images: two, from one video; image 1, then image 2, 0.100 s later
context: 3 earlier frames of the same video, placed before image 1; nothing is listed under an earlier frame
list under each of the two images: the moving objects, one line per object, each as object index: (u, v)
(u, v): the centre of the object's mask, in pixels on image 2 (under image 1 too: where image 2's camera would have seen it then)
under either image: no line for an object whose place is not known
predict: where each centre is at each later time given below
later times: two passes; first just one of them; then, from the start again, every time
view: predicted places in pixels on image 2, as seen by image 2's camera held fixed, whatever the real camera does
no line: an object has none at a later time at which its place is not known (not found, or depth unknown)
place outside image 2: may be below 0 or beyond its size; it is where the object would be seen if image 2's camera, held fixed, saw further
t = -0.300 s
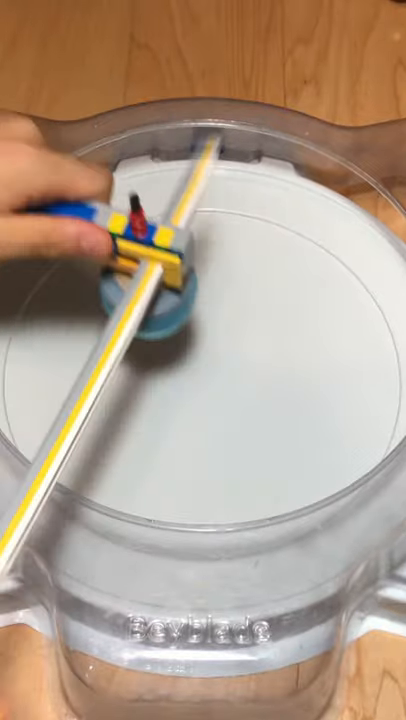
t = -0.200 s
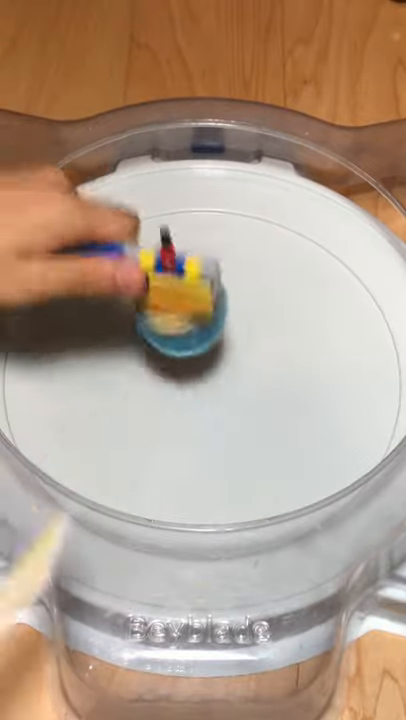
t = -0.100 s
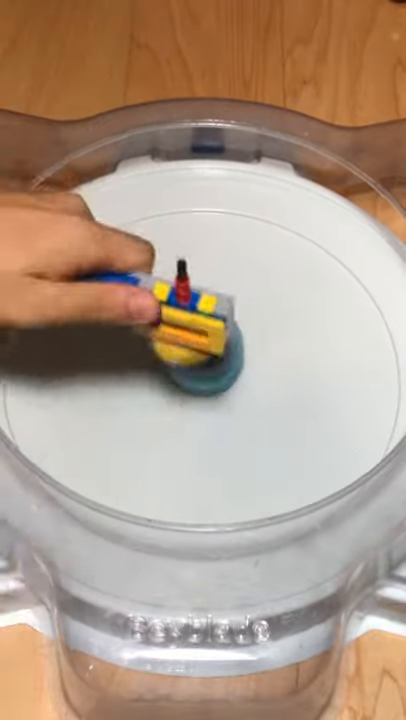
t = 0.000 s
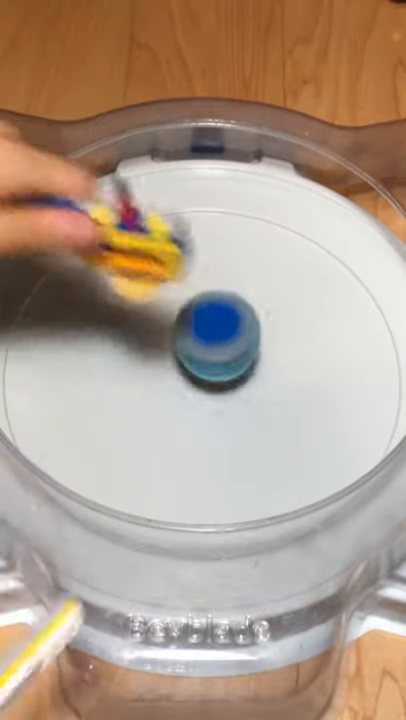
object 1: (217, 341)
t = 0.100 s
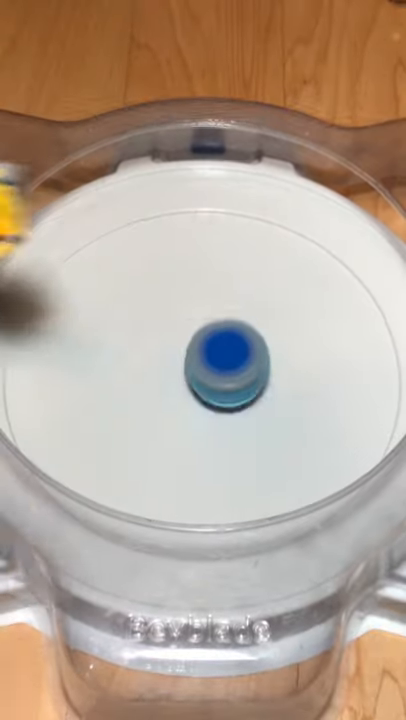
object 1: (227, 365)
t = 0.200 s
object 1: (232, 389)
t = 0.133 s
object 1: (229, 368)
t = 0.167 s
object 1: (230, 379)
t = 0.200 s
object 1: (232, 389)
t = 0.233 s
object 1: (236, 389)
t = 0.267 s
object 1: (239, 396)
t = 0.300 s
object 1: (244, 397)
